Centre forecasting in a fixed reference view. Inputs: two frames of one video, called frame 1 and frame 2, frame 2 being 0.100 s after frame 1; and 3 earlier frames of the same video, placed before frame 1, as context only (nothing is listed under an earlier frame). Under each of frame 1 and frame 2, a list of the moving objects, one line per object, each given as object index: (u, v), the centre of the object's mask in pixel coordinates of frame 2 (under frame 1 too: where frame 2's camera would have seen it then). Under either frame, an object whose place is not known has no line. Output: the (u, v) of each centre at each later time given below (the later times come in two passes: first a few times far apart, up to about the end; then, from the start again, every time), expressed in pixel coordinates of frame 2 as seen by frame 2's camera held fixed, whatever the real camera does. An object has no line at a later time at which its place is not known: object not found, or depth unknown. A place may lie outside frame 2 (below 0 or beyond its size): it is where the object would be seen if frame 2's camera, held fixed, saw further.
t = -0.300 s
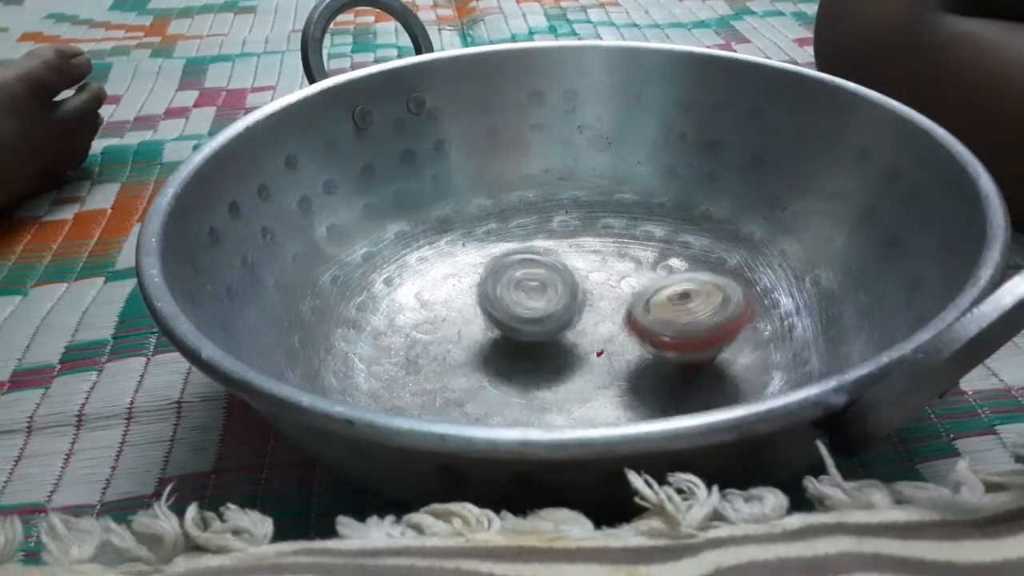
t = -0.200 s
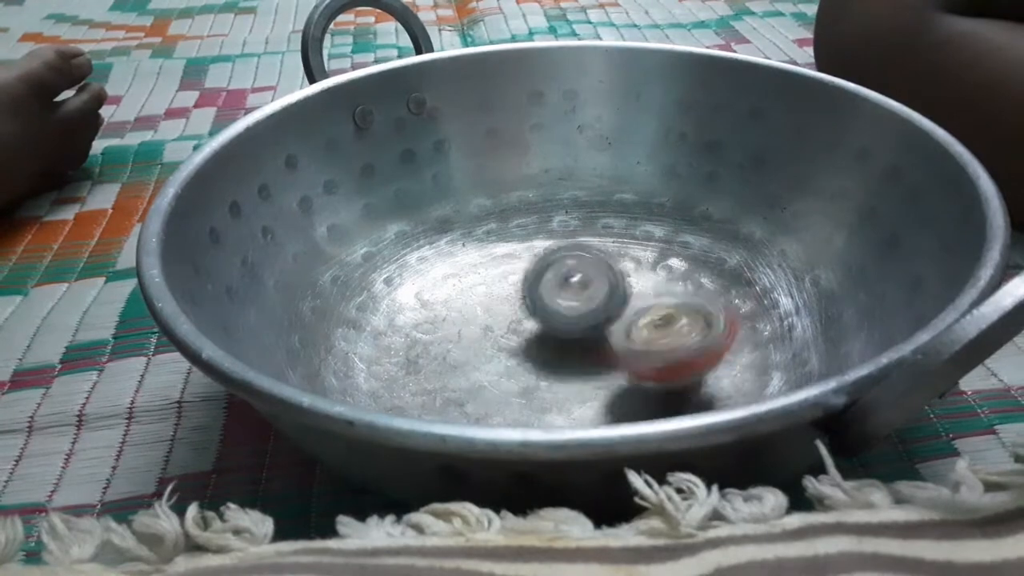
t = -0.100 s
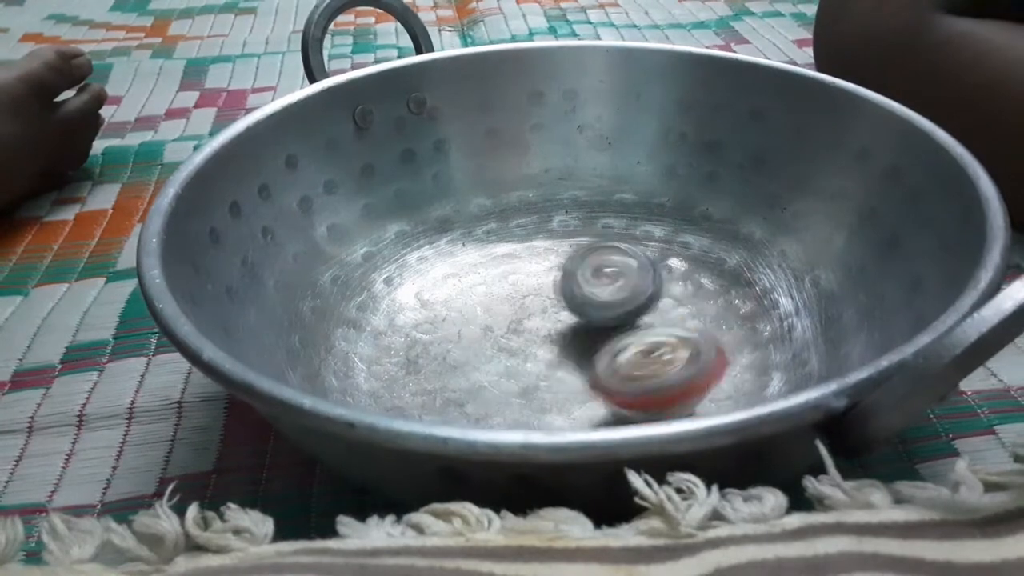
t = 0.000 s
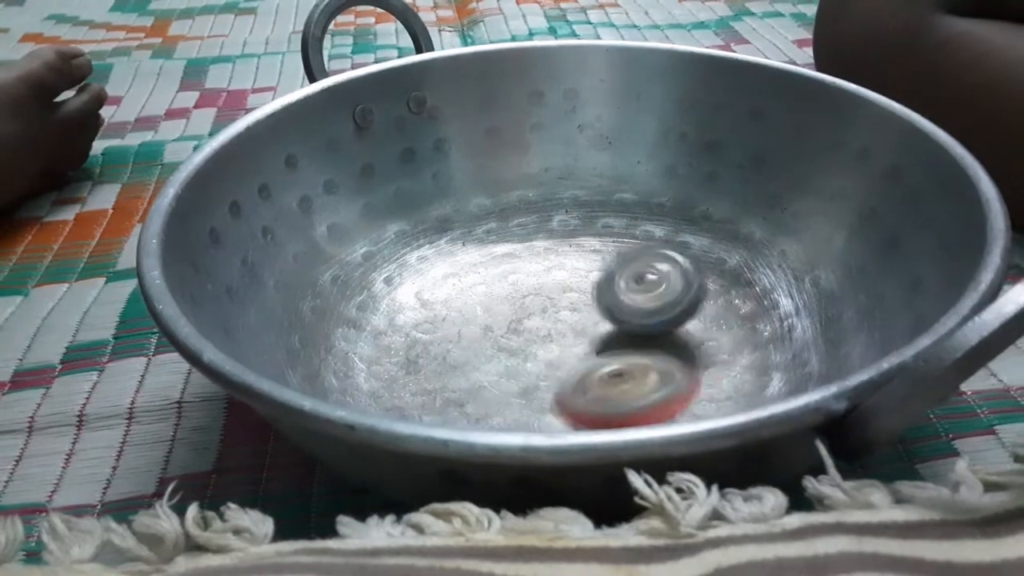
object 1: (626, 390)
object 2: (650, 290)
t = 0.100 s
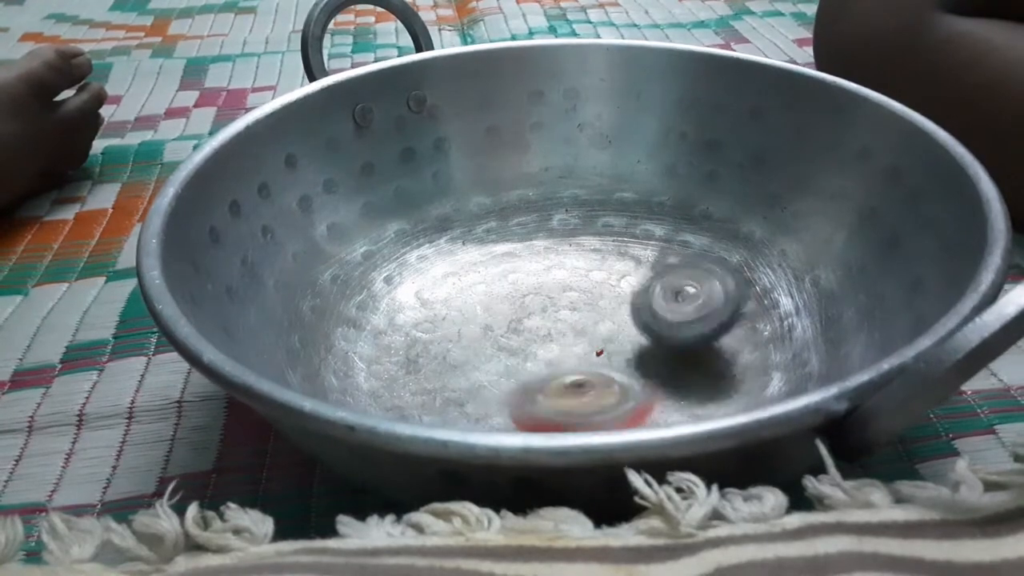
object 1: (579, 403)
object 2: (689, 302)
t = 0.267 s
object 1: (505, 398)
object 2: (714, 329)
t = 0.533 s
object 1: (454, 339)
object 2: (669, 371)
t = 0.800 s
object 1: (495, 270)
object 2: (543, 360)
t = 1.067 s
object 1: (585, 243)
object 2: (491, 298)
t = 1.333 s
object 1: (655, 267)
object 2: (519, 242)
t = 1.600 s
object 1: (664, 324)
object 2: (562, 249)
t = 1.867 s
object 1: (557, 381)
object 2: (623, 262)
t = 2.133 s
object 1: (446, 365)
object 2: (612, 285)
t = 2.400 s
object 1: (446, 307)
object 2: (569, 297)
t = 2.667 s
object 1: (477, 259)
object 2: (664, 348)
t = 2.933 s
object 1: (524, 295)
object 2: (665, 393)
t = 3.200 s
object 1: (476, 331)
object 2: (559, 390)
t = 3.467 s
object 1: (420, 226)
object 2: (590, 389)
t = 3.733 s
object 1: (551, 266)
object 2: (619, 403)
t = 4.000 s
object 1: (613, 263)
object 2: (626, 383)
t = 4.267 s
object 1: (605, 263)
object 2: (666, 373)
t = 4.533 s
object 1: (585, 261)
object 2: (652, 373)
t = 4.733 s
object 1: (600, 263)
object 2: (592, 355)
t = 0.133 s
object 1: (564, 402)
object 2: (696, 306)
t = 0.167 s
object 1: (547, 405)
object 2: (699, 312)
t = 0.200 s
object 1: (532, 403)
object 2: (706, 315)
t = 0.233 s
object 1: (520, 402)
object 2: (711, 323)
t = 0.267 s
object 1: (505, 398)
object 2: (714, 329)
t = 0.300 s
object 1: (495, 395)
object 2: (715, 335)
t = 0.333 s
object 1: (485, 389)
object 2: (713, 342)
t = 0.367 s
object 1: (476, 384)
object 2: (711, 347)
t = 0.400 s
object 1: (471, 378)
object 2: (706, 354)
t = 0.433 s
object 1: (463, 368)
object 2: (699, 358)
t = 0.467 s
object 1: (459, 359)
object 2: (690, 365)
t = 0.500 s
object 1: (455, 350)
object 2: (680, 369)
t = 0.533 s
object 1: (454, 339)
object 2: (669, 371)
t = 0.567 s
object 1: (454, 329)
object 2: (653, 374)
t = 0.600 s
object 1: (456, 319)
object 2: (637, 376)
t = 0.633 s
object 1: (459, 311)
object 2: (622, 377)
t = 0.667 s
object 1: (463, 302)
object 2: (605, 377)
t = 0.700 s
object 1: (470, 291)
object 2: (592, 374)
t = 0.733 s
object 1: (477, 286)
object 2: (574, 370)
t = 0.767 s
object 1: (484, 279)
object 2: (557, 365)
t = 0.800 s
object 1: (495, 270)
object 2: (543, 360)
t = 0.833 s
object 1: (506, 266)
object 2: (530, 353)
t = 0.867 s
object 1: (517, 260)
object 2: (519, 345)
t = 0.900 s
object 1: (530, 256)
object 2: (514, 339)
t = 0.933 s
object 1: (541, 251)
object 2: (506, 332)
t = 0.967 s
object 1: (554, 247)
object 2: (501, 325)
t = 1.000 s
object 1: (565, 246)
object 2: (496, 317)
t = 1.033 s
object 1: (576, 243)
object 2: (493, 308)
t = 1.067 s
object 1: (585, 243)
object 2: (491, 298)
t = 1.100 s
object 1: (596, 243)
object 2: (491, 287)
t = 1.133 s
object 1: (605, 243)
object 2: (491, 278)
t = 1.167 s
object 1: (616, 244)
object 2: (494, 268)
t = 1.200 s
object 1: (623, 247)
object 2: (498, 261)
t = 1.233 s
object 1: (631, 252)
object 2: (502, 256)
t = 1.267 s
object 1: (638, 257)
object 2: (508, 251)
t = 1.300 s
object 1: (646, 262)
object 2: (512, 245)
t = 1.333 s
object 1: (655, 267)
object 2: (519, 242)
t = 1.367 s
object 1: (661, 275)
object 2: (524, 240)
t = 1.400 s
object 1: (667, 281)
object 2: (527, 239)
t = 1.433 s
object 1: (670, 289)
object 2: (532, 238)
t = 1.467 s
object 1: (673, 298)
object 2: (536, 238)
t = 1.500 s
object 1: (673, 306)
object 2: (541, 240)
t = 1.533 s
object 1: (674, 312)
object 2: (549, 241)
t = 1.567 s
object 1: (669, 318)
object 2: (557, 244)
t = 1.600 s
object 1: (664, 324)
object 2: (562, 249)
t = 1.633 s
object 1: (656, 330)
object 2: (569, 252)
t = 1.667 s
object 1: (646, 337)
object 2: (578, 259)
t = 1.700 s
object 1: (634, 343)
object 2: (587, 266)
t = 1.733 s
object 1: (621, 348)
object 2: (595, 274)
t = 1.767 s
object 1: (608, 352)
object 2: (605, 274)
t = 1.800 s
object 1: (591, 369)
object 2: (614, 270)
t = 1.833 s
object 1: (572, 377)
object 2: (621, 264)
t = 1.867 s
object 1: (557, 381)
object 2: (623, 262)
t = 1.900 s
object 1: (542, 384)
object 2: (625, 265)
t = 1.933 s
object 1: (525, 384)
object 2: (626, 267)
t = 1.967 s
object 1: (506, 383)
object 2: (626, 269)
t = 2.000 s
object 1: (494, 381)
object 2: (626, 272)
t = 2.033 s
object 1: (479, 376)
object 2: (622, 275)
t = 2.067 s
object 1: (463, 373)
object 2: (621, 279)
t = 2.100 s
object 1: (453, 366)
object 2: (617, 282)
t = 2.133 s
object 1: (446, 365)
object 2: (612, 285)
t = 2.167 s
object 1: (439, 359)
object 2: (606, 288)
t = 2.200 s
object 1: (435, 348)
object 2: (601, 290)
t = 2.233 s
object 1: (433, 340)
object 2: (596, 292)
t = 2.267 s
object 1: (433, 332)
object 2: (588, 295)
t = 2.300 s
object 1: (436, 325)
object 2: (580, 296)
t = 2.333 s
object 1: (440, 318)
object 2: (572, 297)
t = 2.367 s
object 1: (445, 311)
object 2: (564, 298)
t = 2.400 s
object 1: (446, 307)
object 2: (569, 297)
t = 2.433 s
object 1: (447, 302)
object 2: (579, 298)
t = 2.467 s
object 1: (457, 296)
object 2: (580, 299)
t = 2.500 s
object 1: (465, 291)
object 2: (584, 303)
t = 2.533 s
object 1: (473, 287)
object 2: (593, 306)
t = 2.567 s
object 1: (478, 282)
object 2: (608, 314)
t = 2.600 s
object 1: (472, 267)
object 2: (636, 329)
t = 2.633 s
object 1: (472, 263)
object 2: (656, 338)
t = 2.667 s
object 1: (477, 259)
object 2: (664, 348)
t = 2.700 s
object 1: (487, 260)
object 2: (670, 354)
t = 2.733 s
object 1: (499, 265)
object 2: (678, 361)
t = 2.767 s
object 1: (504, 270)
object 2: (683, 364)
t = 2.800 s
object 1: (507, 273)
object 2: (683, 371)
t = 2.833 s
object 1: (513, 276)
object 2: (682, 376)
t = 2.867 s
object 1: (517, 280)
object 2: (679, 382)
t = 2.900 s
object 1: (523, 287)
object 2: (672, 388)
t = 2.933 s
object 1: (524, 295)
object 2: (665, 393)
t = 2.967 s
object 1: (521, 304)
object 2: (651, 398)
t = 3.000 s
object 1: (518, 310)
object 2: (641, 400)
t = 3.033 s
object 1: (515, 315)
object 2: (623, 401)
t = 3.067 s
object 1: (513, 320)
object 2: (606, 400)
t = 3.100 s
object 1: (507, 324)
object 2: (598, 398)
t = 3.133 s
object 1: (498, 328)
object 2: (583, 393)
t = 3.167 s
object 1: (487, 329)
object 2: (567, 395)
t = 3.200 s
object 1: (476, 331)
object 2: (559, 390)
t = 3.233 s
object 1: (465, 334)
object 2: (555, 387)
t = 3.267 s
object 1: (457, 332)
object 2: (549, 381)
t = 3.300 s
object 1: (449, 326)
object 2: (547, 365)
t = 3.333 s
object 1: (449, 317)
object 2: (555, 373)
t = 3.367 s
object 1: (438, 295)
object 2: (571, 383)
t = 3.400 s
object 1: (426, 269)
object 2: (581, 388)
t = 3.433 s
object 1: (421, 243)
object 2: (586, 389)
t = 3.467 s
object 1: (420, 226)
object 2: (590, 389)
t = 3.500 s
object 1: (425, 224)
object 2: (598, 391)
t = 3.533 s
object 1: (440, 225)
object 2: (606, 392)
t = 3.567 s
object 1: (459, 237)
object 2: (614, 393)
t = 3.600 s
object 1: (478, 248)
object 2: (620, 393)
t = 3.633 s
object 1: (499, 255)
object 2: (621, 396)
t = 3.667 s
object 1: (520, 263)
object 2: (622, 398)
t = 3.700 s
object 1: (538, 265)
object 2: (621, 400)
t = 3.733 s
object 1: (551, 266)
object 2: (619, 403)
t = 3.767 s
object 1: (564, 264)
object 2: (616, 402)
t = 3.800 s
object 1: (572, 263)
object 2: (612, 398)
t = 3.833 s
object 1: (581, 261)
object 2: (610, 397)
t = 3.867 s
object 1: (587, 259)
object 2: (609, 393)
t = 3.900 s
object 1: (594, 262)
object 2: (612, 389)
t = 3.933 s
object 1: (601, 265)
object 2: (616, 385)
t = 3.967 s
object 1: (608, 264)
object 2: (621, 384)
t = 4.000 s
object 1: (613, 263)
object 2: (626, 383)
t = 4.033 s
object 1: (619, 264)
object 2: (630, 381)
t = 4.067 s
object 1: (623, 263)
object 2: (636, 379)
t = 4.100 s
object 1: (624, 263)
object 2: (641, 377)
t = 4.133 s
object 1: (623, 263)
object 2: (648, 375)
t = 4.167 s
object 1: (620, 263)
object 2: (654, 375)
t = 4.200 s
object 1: (616, 263)
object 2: (661, 373)
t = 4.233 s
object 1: (611, 264)
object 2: (665, 374)
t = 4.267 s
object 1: (605, 263)
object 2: (666, 373)
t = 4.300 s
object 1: (598, 263)
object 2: (667, 372)
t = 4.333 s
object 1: (592, 263)
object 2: (664, 374)
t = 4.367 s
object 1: (588, 263)
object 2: (660, 375)
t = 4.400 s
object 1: (586, 261)
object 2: (658, 377)
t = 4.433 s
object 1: (585, 260)
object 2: (656, 380)
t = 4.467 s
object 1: (585, 260)
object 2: (654, 380)
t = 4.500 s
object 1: (585, 260)
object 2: (654, 374)
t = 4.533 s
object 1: (585, 261)
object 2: (652, 373)
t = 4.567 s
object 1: (586, 261)
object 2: (650, 372)
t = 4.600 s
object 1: (587, 262)
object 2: (638, 371)
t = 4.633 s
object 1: (589, 263)
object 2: (628, 368)
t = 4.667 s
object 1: (591, 263)
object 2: (618, 362)
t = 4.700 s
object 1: (595, 263)
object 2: (605, 360)
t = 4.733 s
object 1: (600, 263)
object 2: (592, 355)
